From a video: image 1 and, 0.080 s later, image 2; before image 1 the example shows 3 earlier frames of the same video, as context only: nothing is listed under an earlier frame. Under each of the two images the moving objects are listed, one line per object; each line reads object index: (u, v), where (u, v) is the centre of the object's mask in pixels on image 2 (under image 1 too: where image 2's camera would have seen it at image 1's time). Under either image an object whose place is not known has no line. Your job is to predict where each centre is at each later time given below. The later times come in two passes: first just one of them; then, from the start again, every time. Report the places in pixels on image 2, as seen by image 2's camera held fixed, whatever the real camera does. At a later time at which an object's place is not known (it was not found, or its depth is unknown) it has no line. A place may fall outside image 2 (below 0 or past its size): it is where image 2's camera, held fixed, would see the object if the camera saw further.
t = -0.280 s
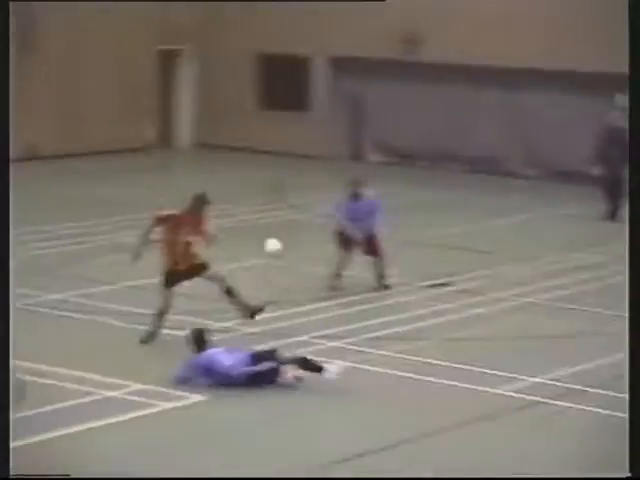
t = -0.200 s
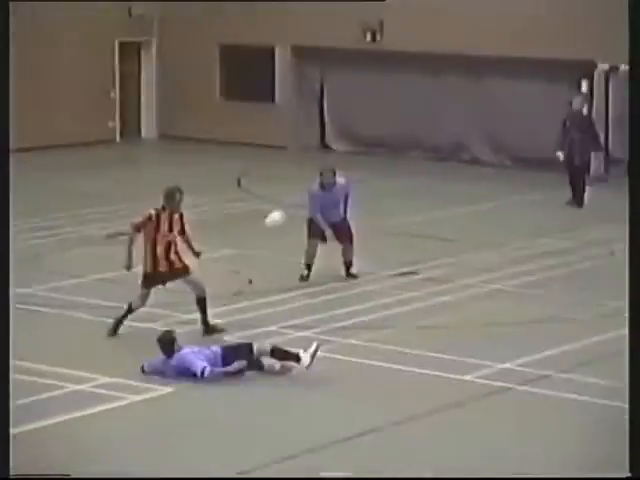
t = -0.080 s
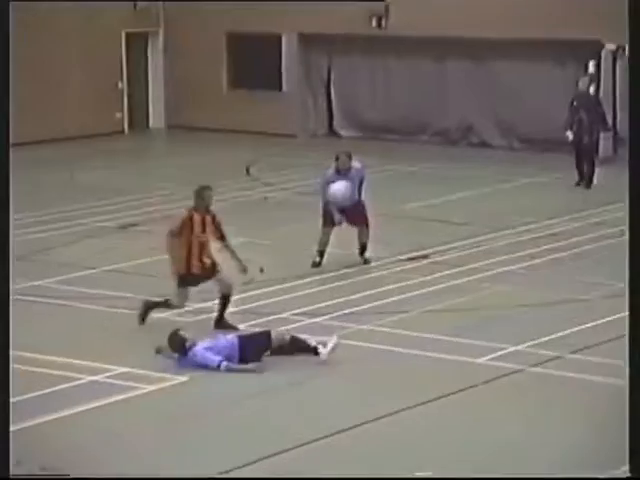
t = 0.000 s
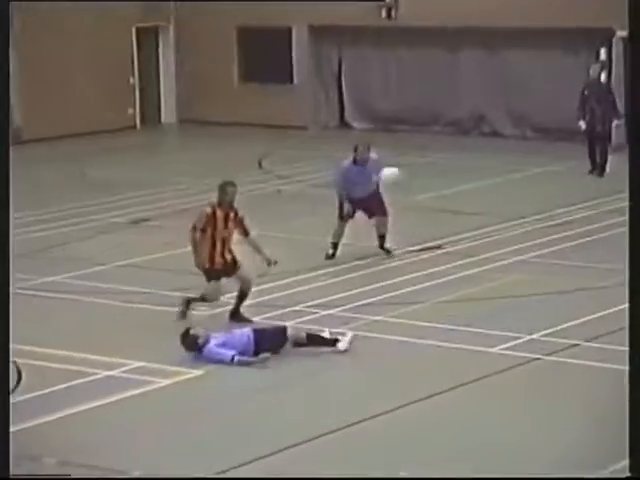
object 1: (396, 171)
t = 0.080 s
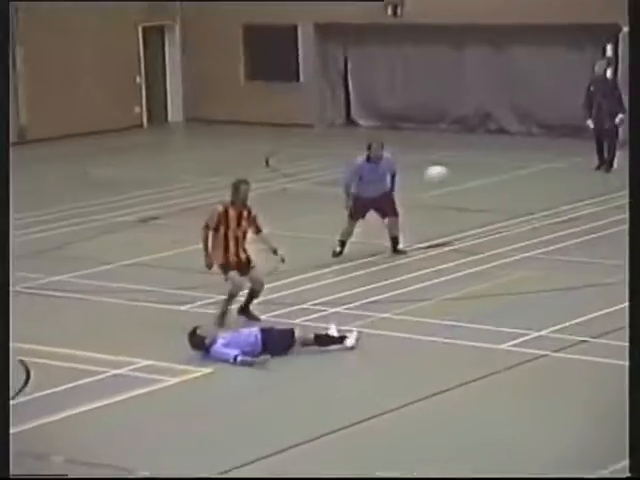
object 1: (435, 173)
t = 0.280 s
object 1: (542, 211)
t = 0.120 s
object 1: (456, 177)
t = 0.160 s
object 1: (477, 182)
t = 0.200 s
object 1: (498, 190)
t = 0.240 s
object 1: (520, 199)
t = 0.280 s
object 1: (542, 211)
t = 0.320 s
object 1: (564, 225)
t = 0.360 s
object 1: (586, 240)
